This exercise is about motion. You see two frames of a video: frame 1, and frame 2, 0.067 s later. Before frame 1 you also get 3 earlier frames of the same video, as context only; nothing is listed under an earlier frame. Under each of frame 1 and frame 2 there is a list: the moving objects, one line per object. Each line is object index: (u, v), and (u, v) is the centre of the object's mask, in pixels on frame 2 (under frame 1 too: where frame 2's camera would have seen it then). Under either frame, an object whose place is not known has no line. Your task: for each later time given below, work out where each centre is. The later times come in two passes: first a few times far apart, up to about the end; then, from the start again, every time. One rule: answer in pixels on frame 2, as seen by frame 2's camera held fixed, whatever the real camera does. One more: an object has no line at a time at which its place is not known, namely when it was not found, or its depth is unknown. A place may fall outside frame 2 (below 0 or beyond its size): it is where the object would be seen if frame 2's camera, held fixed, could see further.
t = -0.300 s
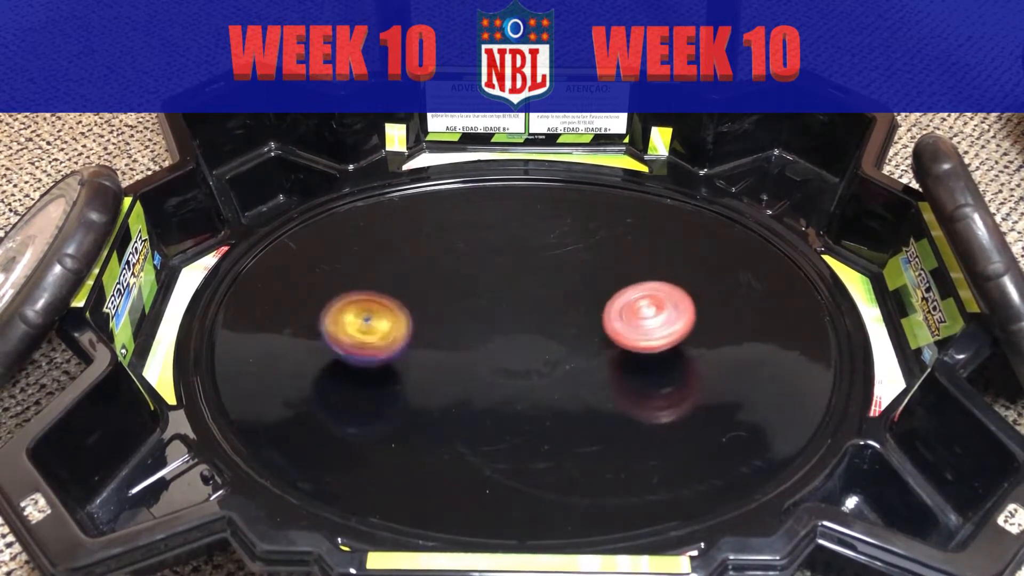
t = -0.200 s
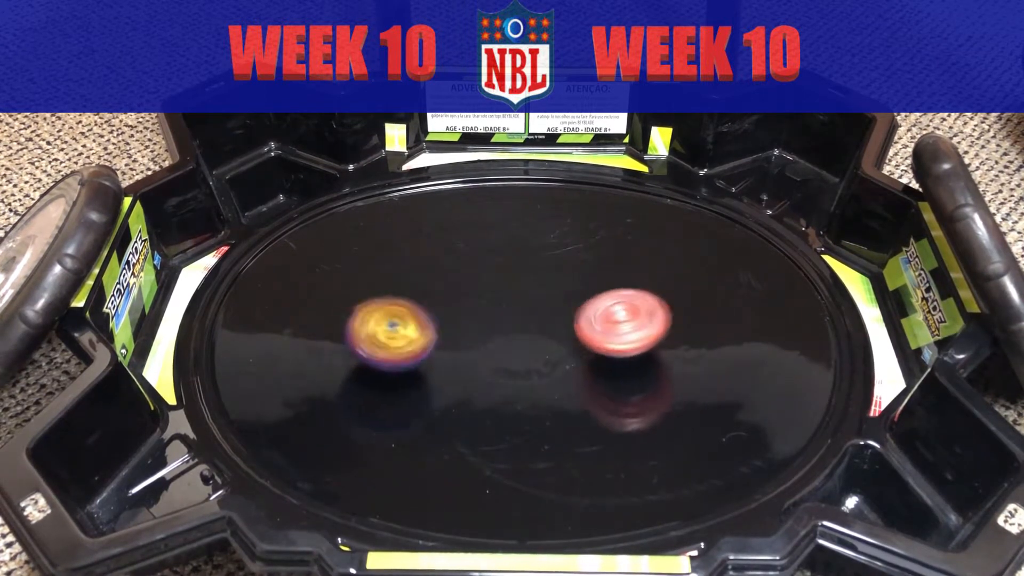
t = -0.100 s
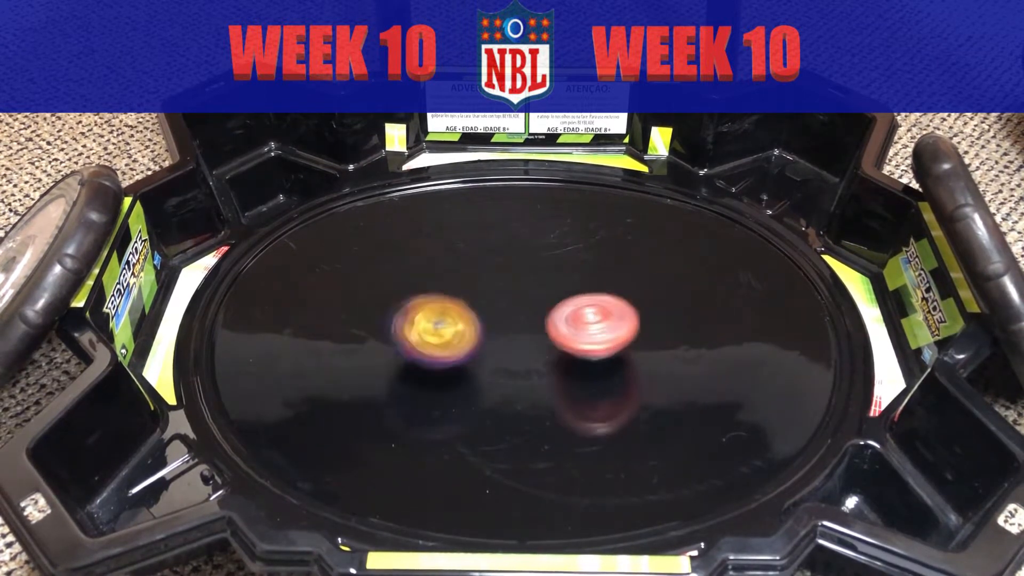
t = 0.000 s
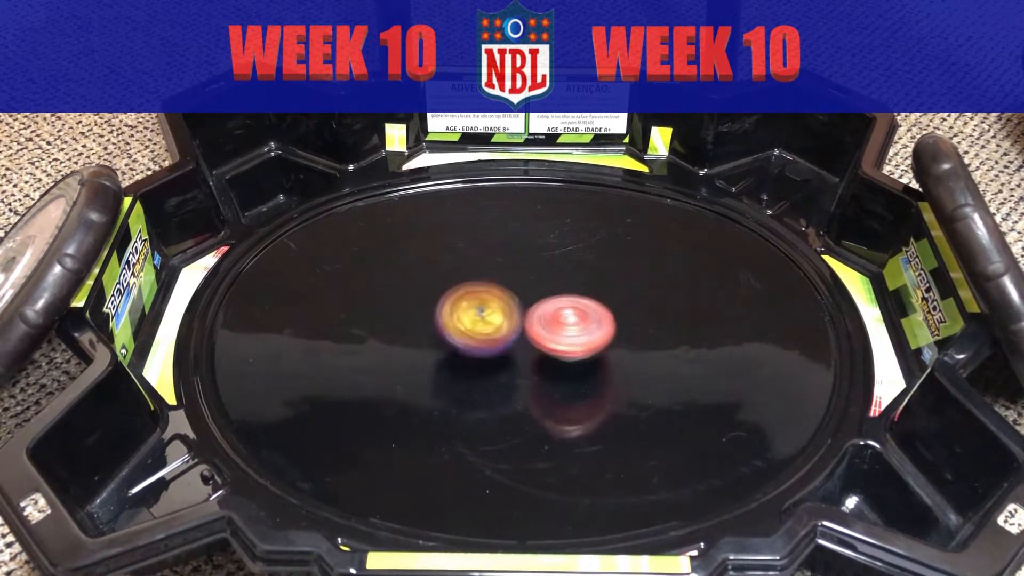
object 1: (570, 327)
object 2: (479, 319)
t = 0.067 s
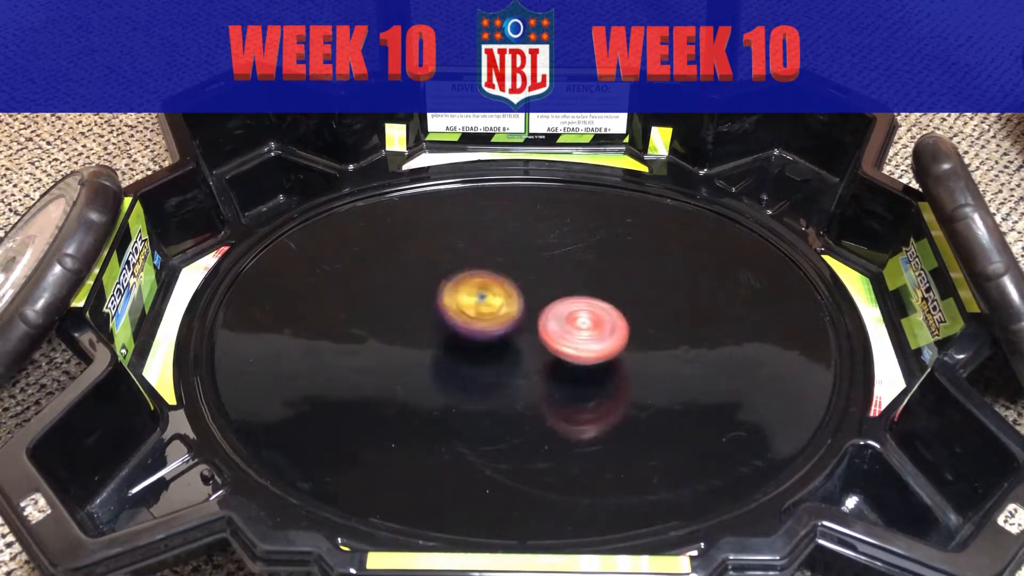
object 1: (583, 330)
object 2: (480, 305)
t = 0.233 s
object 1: (573, 327)
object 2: (482, 275)
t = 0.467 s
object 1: (573, 324)
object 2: (476, 274)
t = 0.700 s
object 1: (611, 359)
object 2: (472, 289)
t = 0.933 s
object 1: (615, 371)
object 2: (507, 328)
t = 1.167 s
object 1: (612, 376)
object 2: (450, 315)
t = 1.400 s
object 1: (579, 341)
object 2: (456, 333)
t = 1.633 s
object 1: (659, 320)
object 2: (440, 309)
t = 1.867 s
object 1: (710, 314)
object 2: (410, 292)
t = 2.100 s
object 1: (628, 334)
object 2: (456, 310)
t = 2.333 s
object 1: (530, 389)
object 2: (502, 304)
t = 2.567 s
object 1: (490, 429)
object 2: (530, 301)
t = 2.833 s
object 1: (483, 348)
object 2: (563, 323)
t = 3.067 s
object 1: (478, 309)
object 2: (588, 330)
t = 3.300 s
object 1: (488, 324)
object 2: (566, 334)
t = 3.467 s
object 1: (480, 312)
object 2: (552, 350)
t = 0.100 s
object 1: (585, 331)
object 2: (481, 297)
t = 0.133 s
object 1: (584, 331)
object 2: (481, 290)
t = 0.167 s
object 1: (581, 331)
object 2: (482, 283)
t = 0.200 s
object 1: (577, 330)
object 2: (481, 278)
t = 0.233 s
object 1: (573, 327)
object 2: (482, 275)
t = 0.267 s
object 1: (570, 324)
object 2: (484, 273)
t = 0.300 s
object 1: (568, 321)
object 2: (484, 270)
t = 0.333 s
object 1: (566, 319)
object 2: (482, 269)
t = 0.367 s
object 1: (564, 316)
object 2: (482, 271)
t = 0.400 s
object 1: (562, 314)
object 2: (482, 276)
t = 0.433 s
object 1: (564, 316)
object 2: (484, 279)
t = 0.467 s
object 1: (573, 324)
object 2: (476, 274)
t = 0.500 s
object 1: (584, 331)
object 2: (469, 270)
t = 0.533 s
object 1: (594, 341)
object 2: (465, 270)
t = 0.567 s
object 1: (601, 348)
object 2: (466, 269)
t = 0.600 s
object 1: (607, 353)
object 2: (465, 271)
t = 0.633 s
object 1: (610, 356)
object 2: (465, 277)
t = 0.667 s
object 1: (611, 358)
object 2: (469, 284)
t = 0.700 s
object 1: (611, 359)
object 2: (472, 289)
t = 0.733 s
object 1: (612, 361)
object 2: (477, 299)
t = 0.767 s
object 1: (611, 361)
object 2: (484, 308)
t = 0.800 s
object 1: (609, 361)
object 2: (492, 315)
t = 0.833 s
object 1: (606, 361)
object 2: (499, 322)
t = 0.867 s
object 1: (603, 362)
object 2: (507, 329)
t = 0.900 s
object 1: (603, 363)
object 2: (516, 332)
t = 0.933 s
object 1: (615, 371)
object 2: (507, 328)
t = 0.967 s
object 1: (623, 378)
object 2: (495, 325)
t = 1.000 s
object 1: (628, 382)
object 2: (489, 322)
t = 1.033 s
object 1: (629, 384)
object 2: (479, 318)
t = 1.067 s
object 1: (626, 384)
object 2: (470, 316)
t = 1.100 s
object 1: (621, 382)
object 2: (465, 314)
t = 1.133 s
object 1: (617, 380)
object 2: (456, 313)
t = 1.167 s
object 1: (612, 376)
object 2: (450, 315)
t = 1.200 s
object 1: (606, 372)
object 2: (444, 316)
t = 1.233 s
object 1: (601, 368)
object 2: (439, 319)
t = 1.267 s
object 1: (596, 363)
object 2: (441, 322)
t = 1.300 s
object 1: (591, 358)
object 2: (442, 324)
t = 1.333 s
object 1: (586, 352)
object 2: (444, 330)
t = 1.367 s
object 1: (583, 347)
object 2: (450, 331)
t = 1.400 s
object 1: (579, 341)
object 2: (456, 333)
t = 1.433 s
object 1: (576, 335)
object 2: (465, 336)
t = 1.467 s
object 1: (574, 329)
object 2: (474, 335)
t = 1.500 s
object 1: (574, 324)
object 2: (482, 335)
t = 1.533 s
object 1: (581, 320)
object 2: (489, 331)
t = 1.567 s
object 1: (609, 323)
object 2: (470, 322)
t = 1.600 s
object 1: (635, 322)
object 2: (453, 315)
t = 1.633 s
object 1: (659, 320)
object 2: (440, 309)
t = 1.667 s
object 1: (680, 317)
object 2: (433, 302)
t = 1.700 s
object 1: (696, 317)
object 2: (424, 297)
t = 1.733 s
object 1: (706, 315)
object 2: (420, 294)
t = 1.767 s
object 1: (711, 315)
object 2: (414, 292)
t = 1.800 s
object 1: (714, 314)
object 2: (413, 291)
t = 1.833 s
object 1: (712, 314)
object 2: (409, 292)
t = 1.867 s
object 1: (710, 314)
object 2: (410, 292)
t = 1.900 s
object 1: (703, 317)
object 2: (411, 295)
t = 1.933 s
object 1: (695, 318)
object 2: (417, 297)
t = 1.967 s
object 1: (684, 321)
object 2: (423, 301)
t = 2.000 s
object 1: (672, 324)
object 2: (431, 302)
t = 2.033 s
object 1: (659, 328)
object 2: (437, 305)
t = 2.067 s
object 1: (645, 332)
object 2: (447, 307)
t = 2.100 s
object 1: (628, 334)
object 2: (456, 310)
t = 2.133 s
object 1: (612, 338)
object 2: (468, 314)
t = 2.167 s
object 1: (595, 343)
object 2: (480, 318)
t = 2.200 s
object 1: (575, 346)
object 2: (490, 319)
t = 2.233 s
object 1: (564, 352)
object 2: (494, 314)
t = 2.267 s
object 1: (553, 360)
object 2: (495, 309)
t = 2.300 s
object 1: (541, 377)
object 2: (500, 306)
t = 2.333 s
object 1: (530, 389)
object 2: (502, 304)
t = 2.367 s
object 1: (523, 403)
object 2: (508, 302)
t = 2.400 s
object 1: (513, 417)
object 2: (511, 301)
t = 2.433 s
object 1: (504, 427)
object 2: (516, 299)
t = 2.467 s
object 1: (498, 432)
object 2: (521, 300)
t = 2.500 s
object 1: (494, 431)
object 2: (522, 299)
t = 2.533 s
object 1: (492, 432)
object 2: (528, 300)
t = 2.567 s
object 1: (490, 429)
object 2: (530, 301)
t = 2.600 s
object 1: (490, 420)
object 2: (536, 303)
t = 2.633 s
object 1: (488, 413)
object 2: (539, 306)
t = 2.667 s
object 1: (488, 404)
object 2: (542, 305)
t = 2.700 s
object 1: (490, 393)
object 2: (546, 309)
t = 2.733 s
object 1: (488, 382)
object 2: (548, 312)
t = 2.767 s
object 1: (487, 369)
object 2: (553, 317)
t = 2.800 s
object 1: (485, 358)
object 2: (556, 319)
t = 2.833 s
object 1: (483, 348)
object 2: (563, 323)
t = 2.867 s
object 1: (483, 340)
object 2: (569, 327)
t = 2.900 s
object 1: (484, 332)
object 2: (574, 328)
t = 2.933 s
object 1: (484, 325)
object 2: (580, 330)
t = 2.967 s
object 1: (483, 318)
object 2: (580, 330)
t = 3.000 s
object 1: (481, 312)
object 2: (585, 330)
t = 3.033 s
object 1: (478, 309)
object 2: (587, 330)
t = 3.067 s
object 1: (478, 309)
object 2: (588, 330)
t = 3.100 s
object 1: (480, 311)
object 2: (589, 331)
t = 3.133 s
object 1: (483, 313)
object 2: (584, 330)
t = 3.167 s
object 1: (486, 316)
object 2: (582, 331)
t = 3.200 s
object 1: (489, 320)
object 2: (578, 332)
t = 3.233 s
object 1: (489, 322)
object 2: (575, 333)
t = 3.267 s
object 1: (489, 324)
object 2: (573, 335)
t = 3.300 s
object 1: (488, 324)
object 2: (566, 334)
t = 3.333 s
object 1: (488, 324)
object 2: (564, 335)
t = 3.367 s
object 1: (486, 323)
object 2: (558, 336)
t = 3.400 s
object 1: (485, 322)
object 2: (554, 337)
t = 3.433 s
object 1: (483, 317)
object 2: (554, 342)
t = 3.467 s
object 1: (480, 312)
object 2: (552, 350)
